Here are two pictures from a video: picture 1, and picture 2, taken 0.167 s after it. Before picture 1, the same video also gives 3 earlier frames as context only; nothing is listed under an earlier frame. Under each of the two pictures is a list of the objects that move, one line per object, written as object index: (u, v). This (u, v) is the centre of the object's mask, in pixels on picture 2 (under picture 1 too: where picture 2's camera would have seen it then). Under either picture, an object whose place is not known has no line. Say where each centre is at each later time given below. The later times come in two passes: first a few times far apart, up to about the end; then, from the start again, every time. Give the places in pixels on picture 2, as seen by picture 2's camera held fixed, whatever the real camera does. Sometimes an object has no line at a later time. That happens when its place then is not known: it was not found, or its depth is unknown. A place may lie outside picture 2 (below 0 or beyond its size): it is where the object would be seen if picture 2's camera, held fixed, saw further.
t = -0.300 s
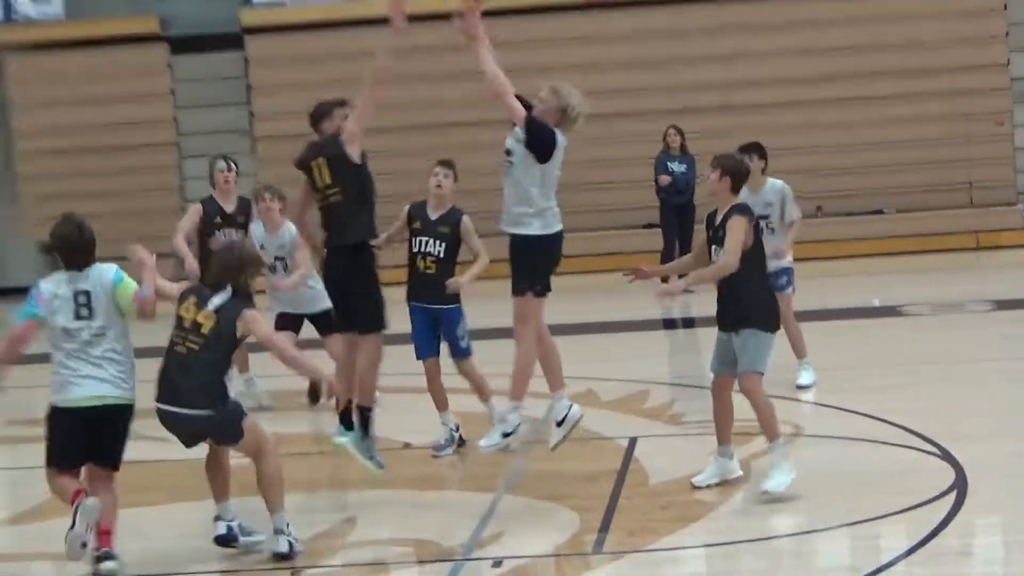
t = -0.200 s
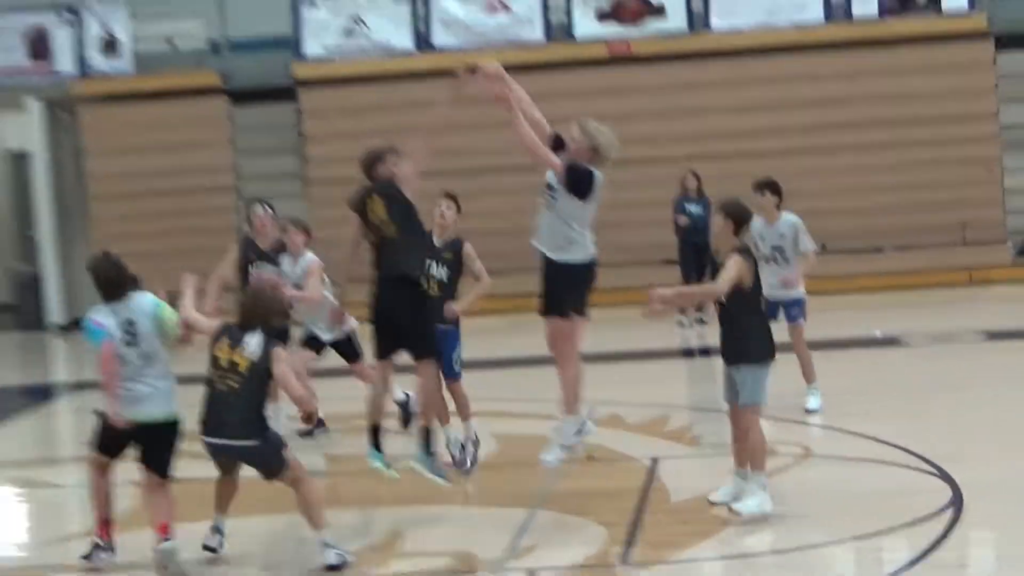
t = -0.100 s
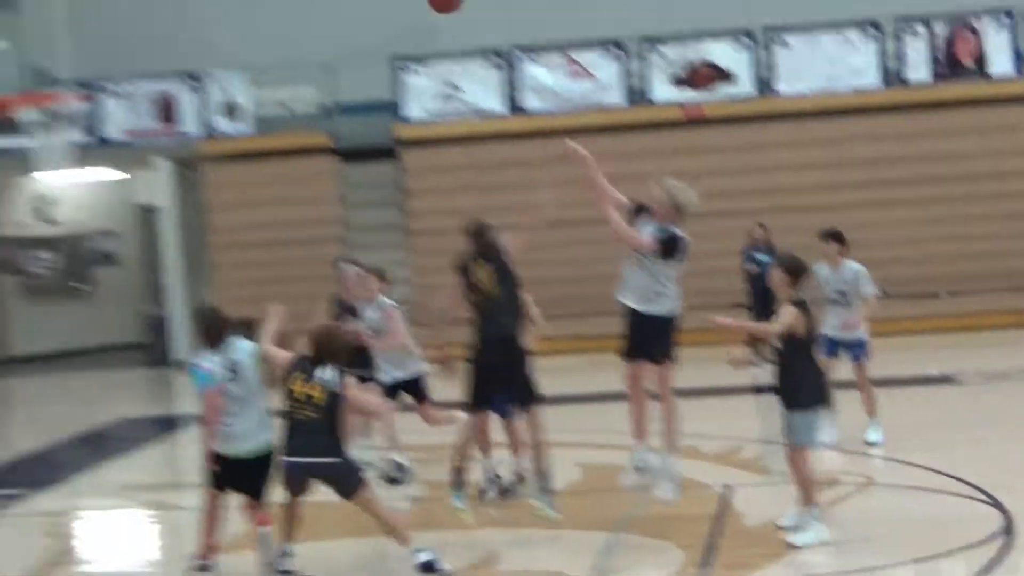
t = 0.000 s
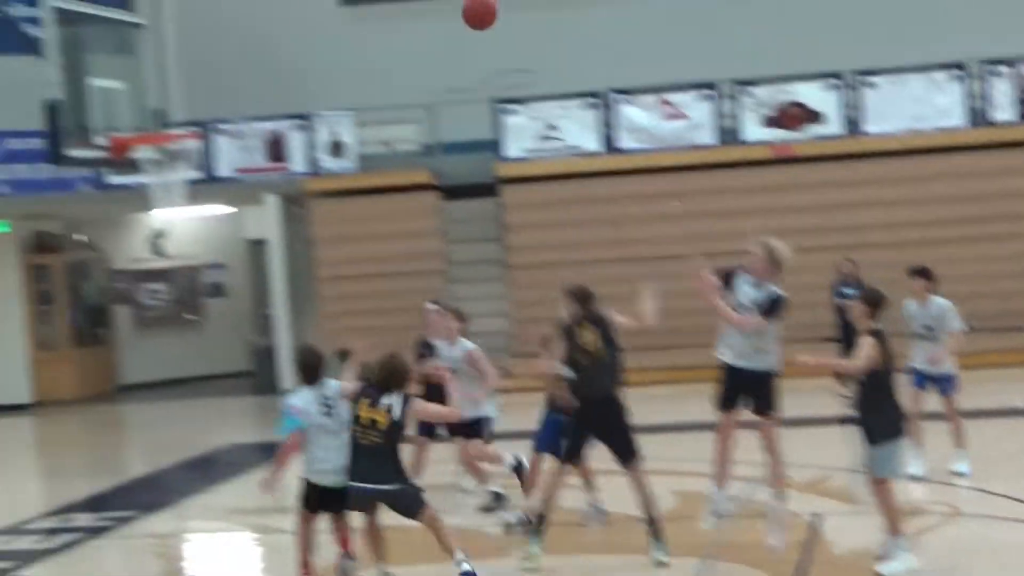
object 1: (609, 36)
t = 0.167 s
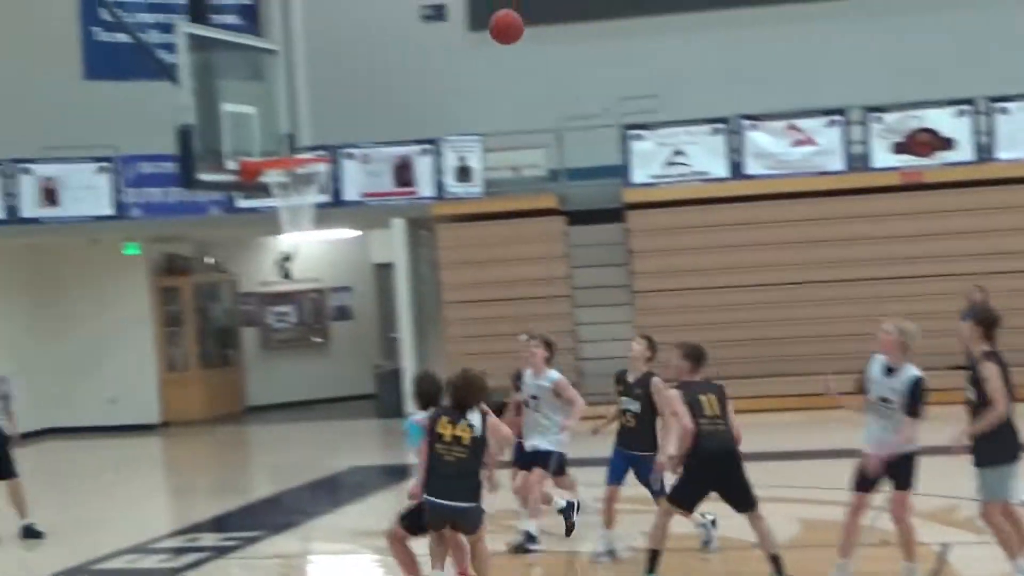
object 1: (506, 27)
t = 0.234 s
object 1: (467, 34)
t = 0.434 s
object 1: (359, 91)
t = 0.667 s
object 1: (289, 181)
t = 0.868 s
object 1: (316, 203)
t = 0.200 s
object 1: (486, 30)
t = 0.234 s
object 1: (467, 34)
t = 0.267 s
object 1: (449, 40)
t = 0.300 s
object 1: (431, 47)
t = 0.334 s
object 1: (413, 56)
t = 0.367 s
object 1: (394, 66)
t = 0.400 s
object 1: (376, 77)
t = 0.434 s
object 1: (359, 91)
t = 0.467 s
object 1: (342, 105)
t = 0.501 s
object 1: (325, 121)
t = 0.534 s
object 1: (309, 137)
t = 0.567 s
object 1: (292, 150)
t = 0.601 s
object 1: (290, 166)
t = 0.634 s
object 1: (287, 177)
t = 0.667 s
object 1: (289, 181)
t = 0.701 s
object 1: (292, 184)
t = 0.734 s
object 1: (298, 187)
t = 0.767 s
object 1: (302, 190)
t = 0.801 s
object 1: (306, 191)
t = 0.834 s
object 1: (311, 202)
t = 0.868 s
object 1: (316, 203)
